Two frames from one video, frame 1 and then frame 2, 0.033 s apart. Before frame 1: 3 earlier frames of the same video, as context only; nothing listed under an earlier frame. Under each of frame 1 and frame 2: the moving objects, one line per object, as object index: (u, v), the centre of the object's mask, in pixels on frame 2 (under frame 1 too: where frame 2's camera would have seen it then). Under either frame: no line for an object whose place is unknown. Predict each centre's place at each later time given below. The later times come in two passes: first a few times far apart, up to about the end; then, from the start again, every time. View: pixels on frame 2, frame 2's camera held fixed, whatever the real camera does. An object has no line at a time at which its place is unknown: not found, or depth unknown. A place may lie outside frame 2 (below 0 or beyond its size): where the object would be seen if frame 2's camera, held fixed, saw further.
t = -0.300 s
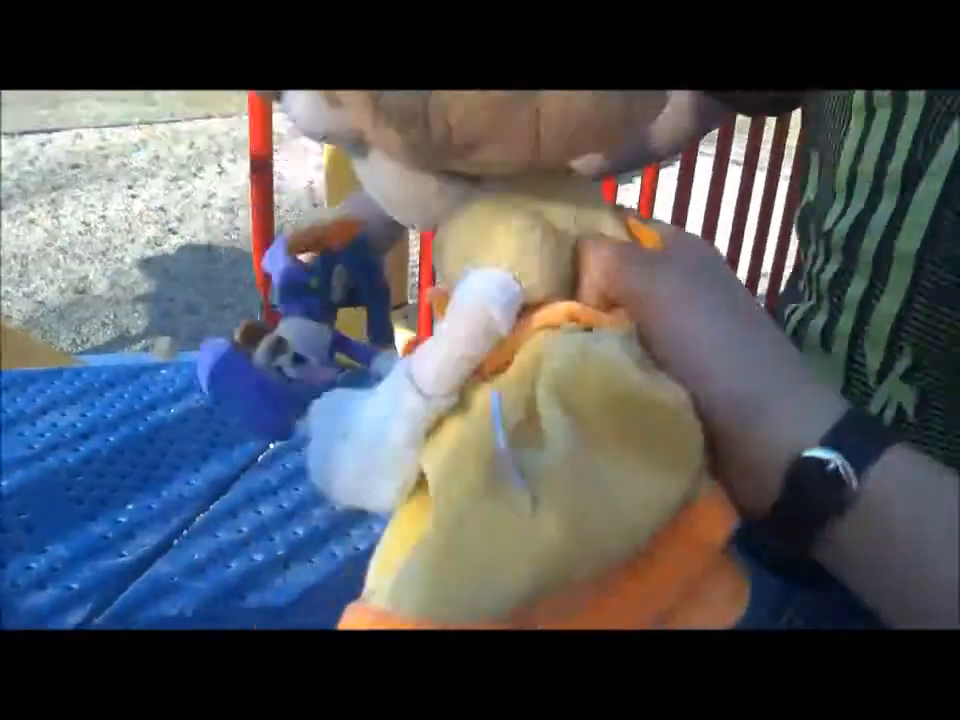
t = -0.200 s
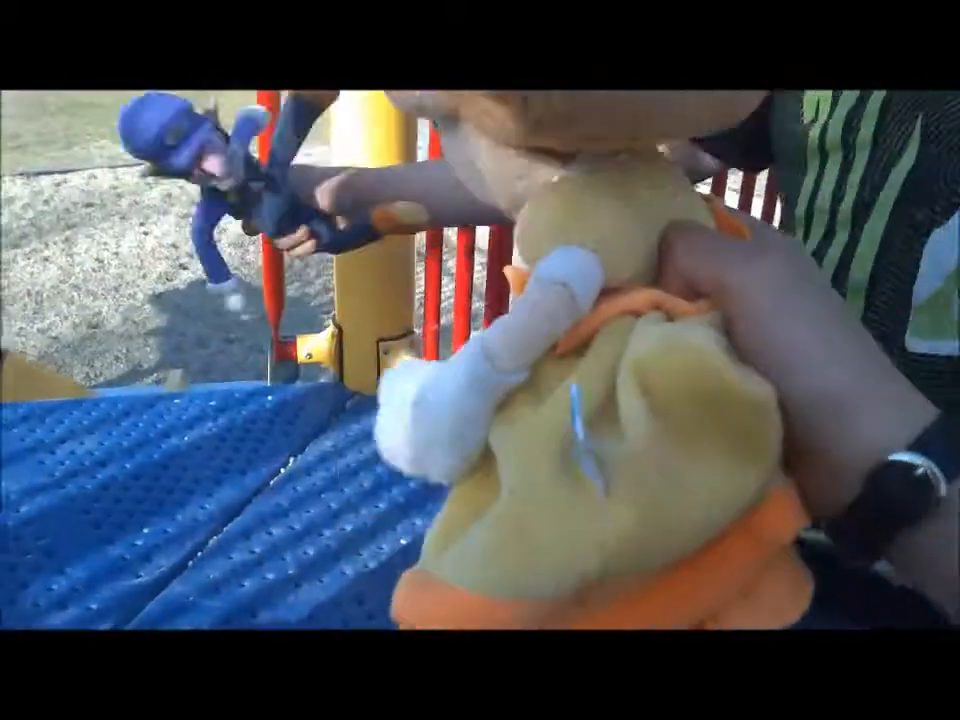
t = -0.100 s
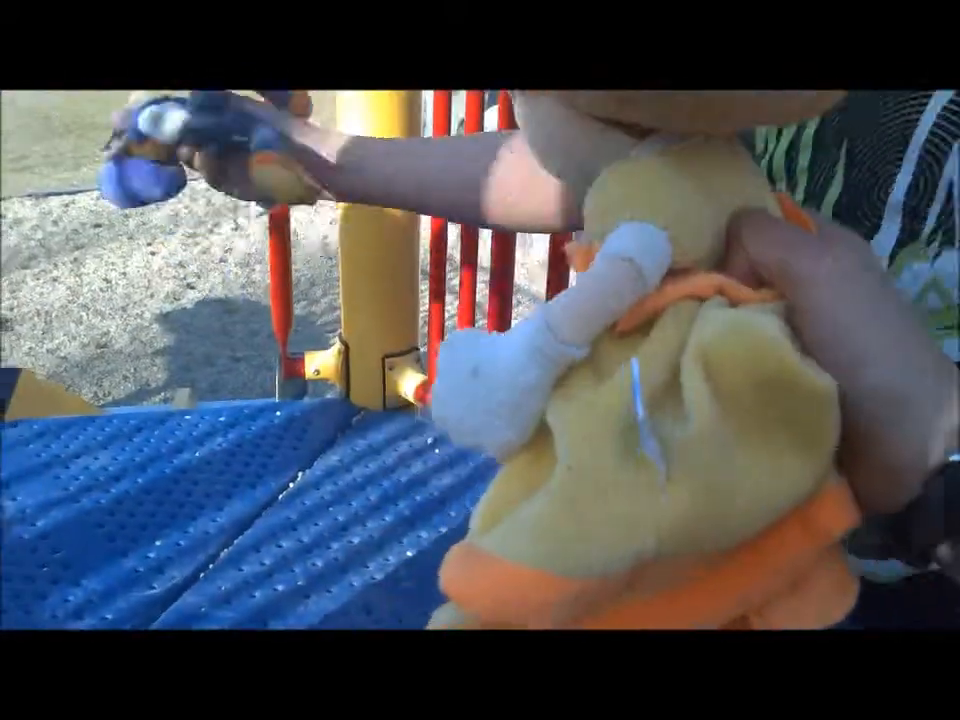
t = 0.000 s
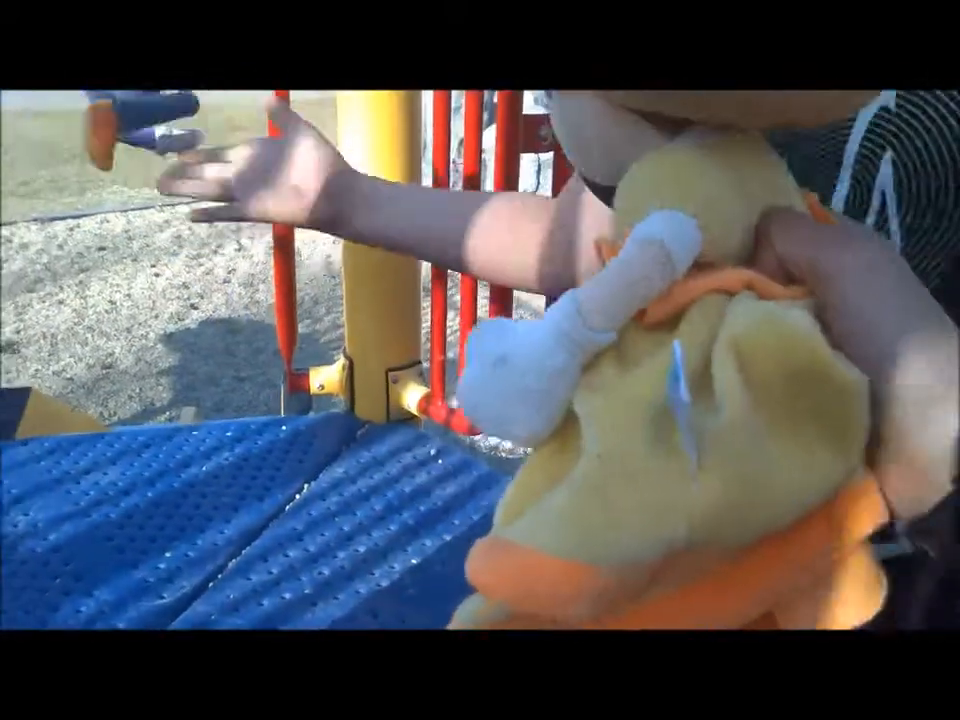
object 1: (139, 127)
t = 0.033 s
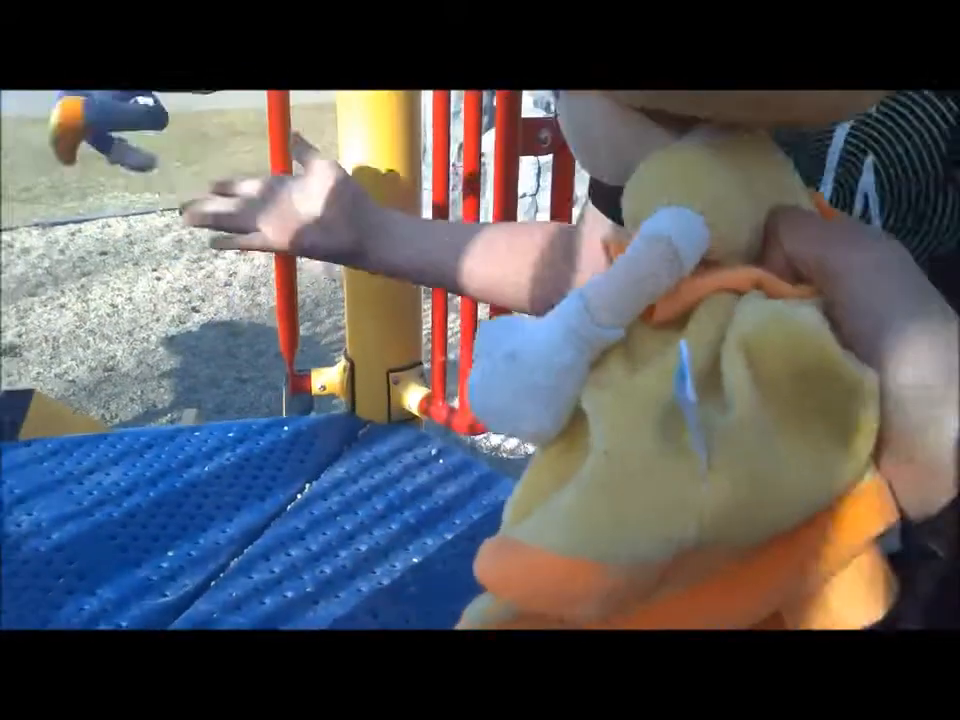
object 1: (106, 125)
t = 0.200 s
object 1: (49, 189)
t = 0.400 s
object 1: (59, 455)
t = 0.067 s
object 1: (104, 121)
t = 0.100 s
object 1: (97, 124)
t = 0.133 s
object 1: (85, 133)
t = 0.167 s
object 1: (62, 158)
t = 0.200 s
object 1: (49, 189)
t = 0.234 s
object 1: (44, 240)
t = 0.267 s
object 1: (46, 302)
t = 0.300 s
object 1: (45, 366)
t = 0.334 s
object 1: (50, 426)
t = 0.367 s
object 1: (54, 464)
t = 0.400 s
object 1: (59, 455)
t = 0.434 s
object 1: (65, 441)
